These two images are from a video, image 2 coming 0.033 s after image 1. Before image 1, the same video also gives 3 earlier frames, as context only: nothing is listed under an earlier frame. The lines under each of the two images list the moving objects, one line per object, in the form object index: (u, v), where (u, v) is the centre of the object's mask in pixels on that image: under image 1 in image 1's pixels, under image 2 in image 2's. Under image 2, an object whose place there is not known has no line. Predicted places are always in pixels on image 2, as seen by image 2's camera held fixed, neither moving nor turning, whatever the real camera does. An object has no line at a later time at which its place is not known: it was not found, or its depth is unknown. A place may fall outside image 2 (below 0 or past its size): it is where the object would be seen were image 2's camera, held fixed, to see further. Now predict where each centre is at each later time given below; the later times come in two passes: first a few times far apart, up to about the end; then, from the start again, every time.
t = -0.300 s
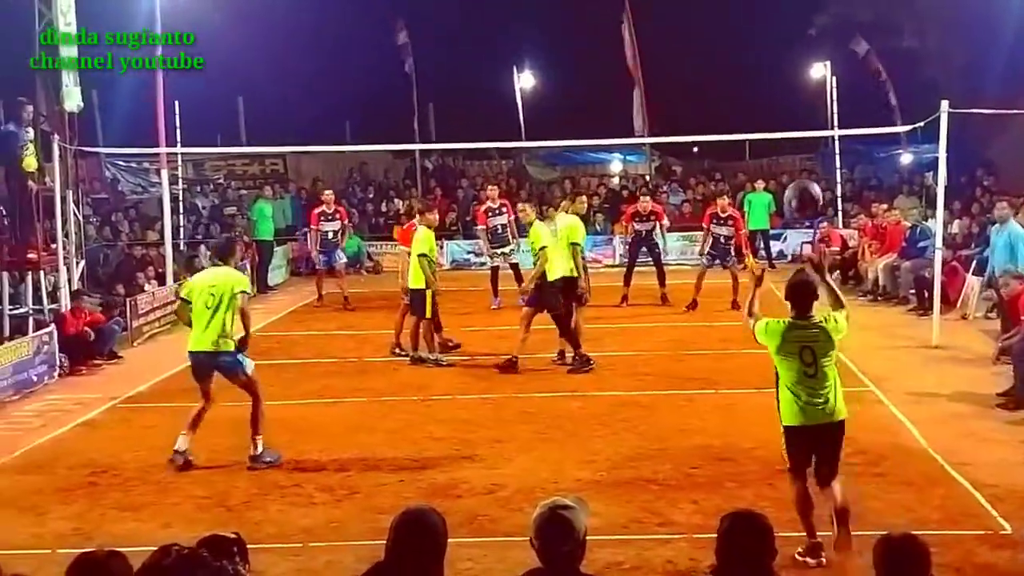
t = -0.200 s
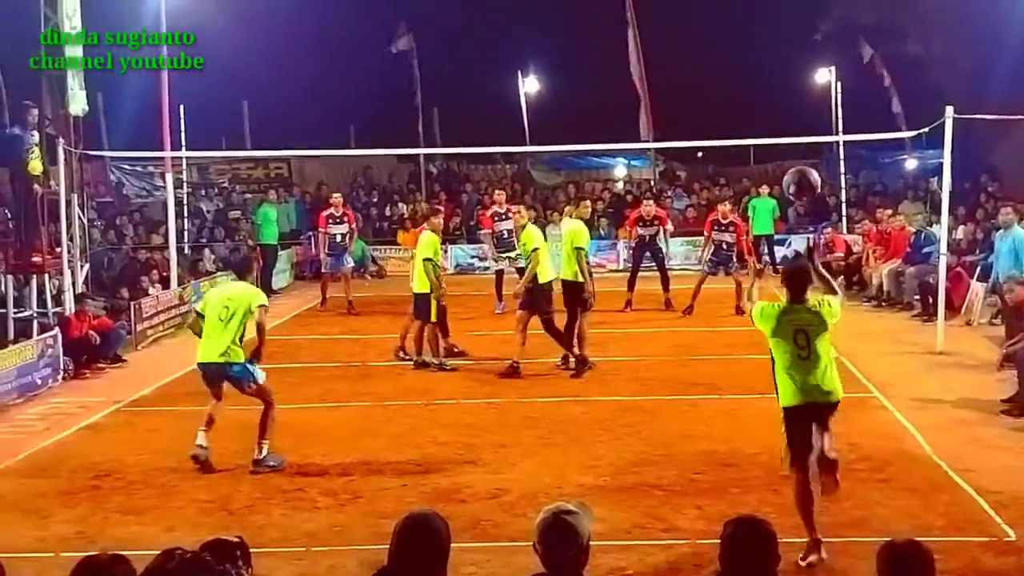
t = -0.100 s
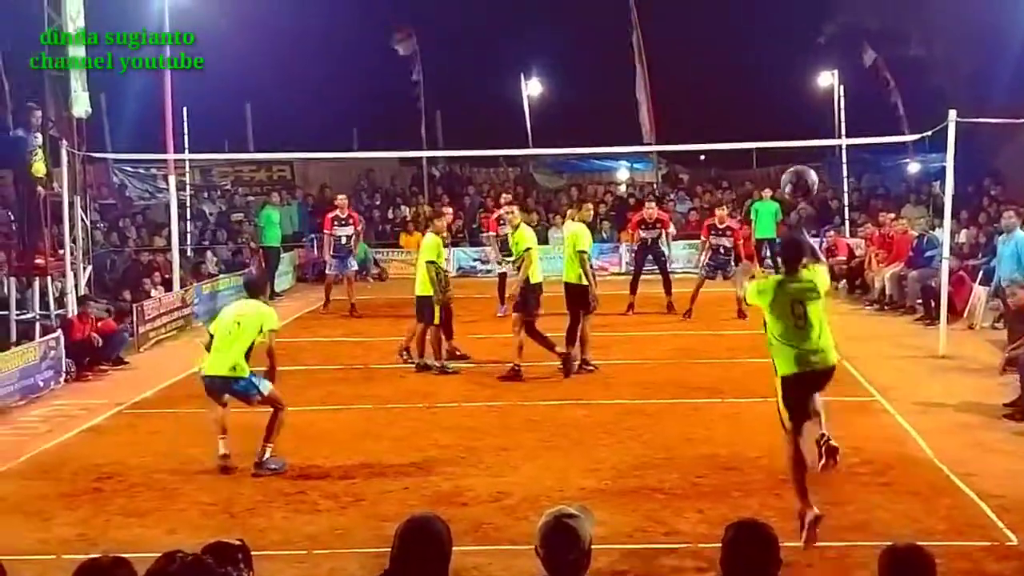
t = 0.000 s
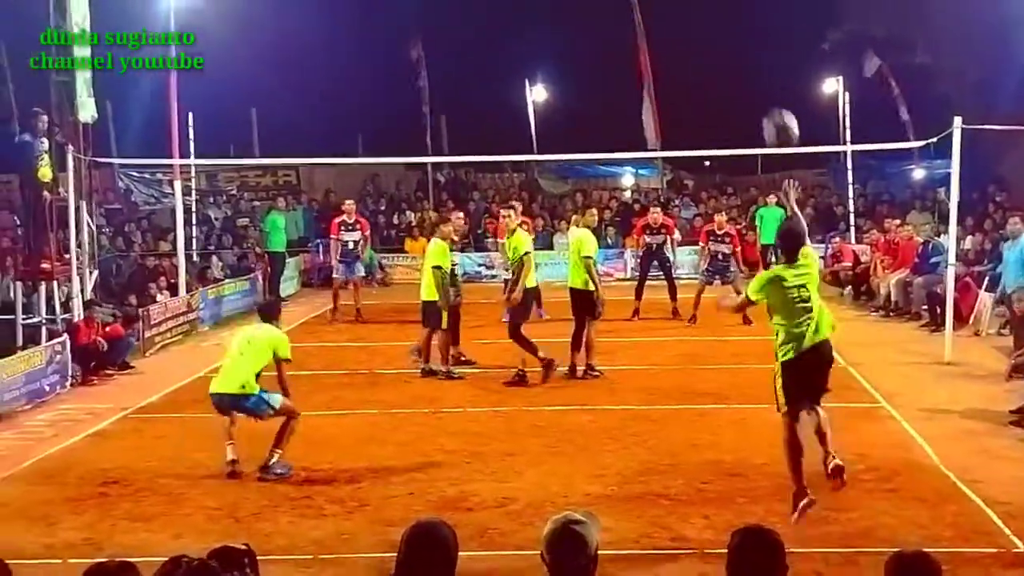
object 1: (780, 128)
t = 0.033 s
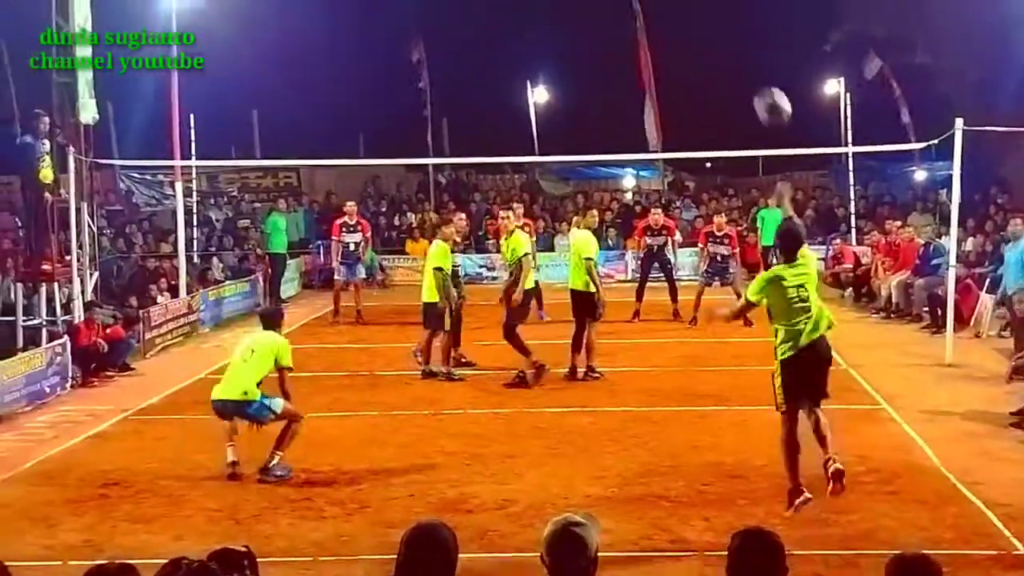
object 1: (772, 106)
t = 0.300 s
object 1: (713, 8)
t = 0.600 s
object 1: (666, 20)
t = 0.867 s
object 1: (638, 95)
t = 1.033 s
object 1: (624, 159)
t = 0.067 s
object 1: (763, 86)
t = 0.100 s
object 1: (754, 68)
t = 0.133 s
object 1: (747, 53)
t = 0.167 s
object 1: (740, 41)
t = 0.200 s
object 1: (733, 30)
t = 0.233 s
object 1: (725, 21)
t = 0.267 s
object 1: (718, 13)
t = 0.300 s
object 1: (713, 8)
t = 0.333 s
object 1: (706, 4)
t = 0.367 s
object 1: (700, 1)
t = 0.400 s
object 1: (695, 1)
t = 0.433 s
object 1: (689, 1)
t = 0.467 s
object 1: (684, 3)
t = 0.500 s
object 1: (679, 6)
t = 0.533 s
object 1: (674, 10)
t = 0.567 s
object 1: (670, 15)
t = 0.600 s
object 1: (666, 20)
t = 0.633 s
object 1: (662, 27)
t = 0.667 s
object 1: (658, 35)
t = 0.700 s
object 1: (654, 43)
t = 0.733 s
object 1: (650, 51)
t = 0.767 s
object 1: (647, 62)
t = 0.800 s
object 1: (644, 72)
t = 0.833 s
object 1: (640, 83)
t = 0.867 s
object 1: (638, 95)
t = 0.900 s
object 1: (635, 107)
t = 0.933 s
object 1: (632, 120)
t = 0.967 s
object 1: (630, 132)
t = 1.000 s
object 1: (627, 144)
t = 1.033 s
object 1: (624, 159)
